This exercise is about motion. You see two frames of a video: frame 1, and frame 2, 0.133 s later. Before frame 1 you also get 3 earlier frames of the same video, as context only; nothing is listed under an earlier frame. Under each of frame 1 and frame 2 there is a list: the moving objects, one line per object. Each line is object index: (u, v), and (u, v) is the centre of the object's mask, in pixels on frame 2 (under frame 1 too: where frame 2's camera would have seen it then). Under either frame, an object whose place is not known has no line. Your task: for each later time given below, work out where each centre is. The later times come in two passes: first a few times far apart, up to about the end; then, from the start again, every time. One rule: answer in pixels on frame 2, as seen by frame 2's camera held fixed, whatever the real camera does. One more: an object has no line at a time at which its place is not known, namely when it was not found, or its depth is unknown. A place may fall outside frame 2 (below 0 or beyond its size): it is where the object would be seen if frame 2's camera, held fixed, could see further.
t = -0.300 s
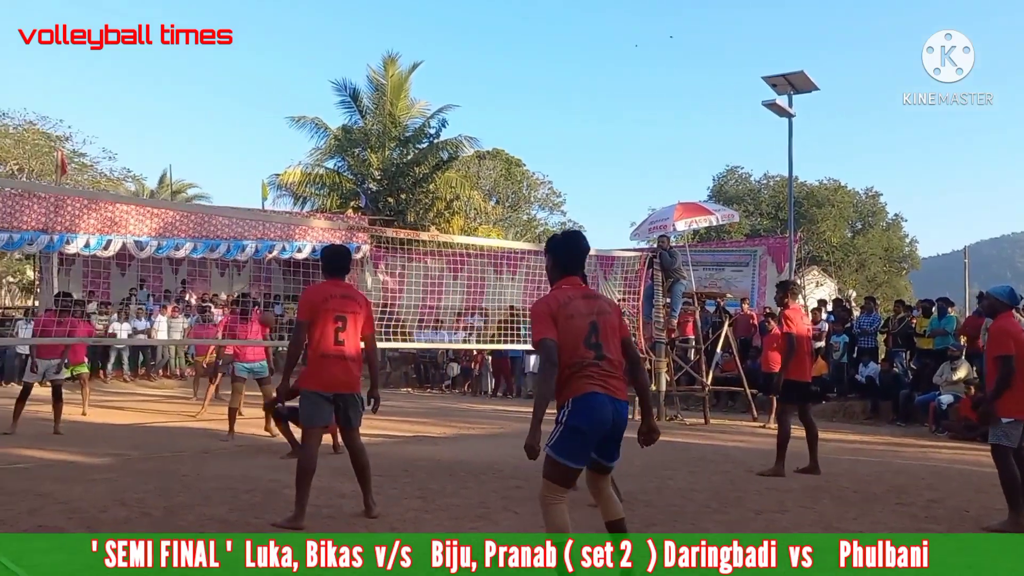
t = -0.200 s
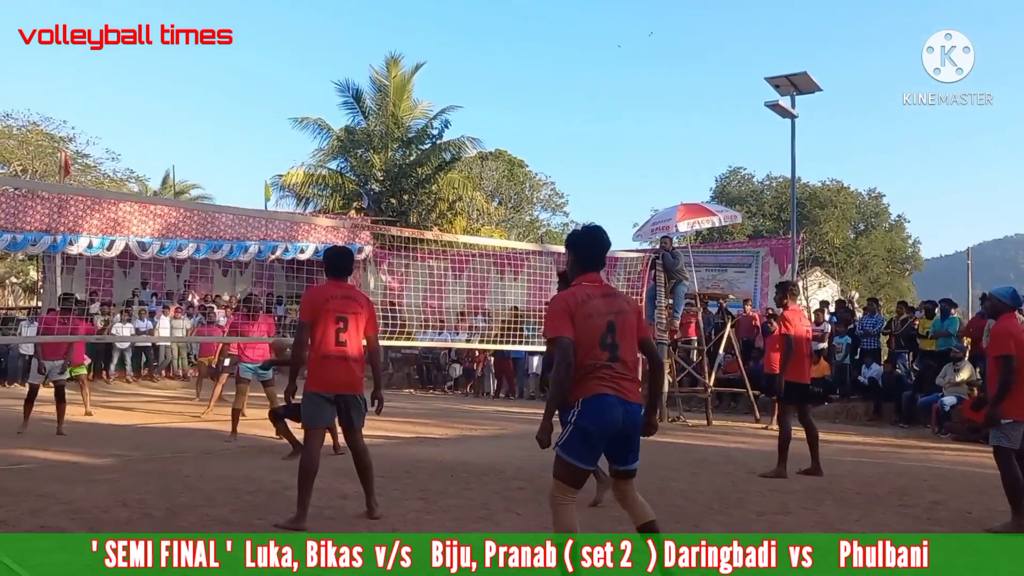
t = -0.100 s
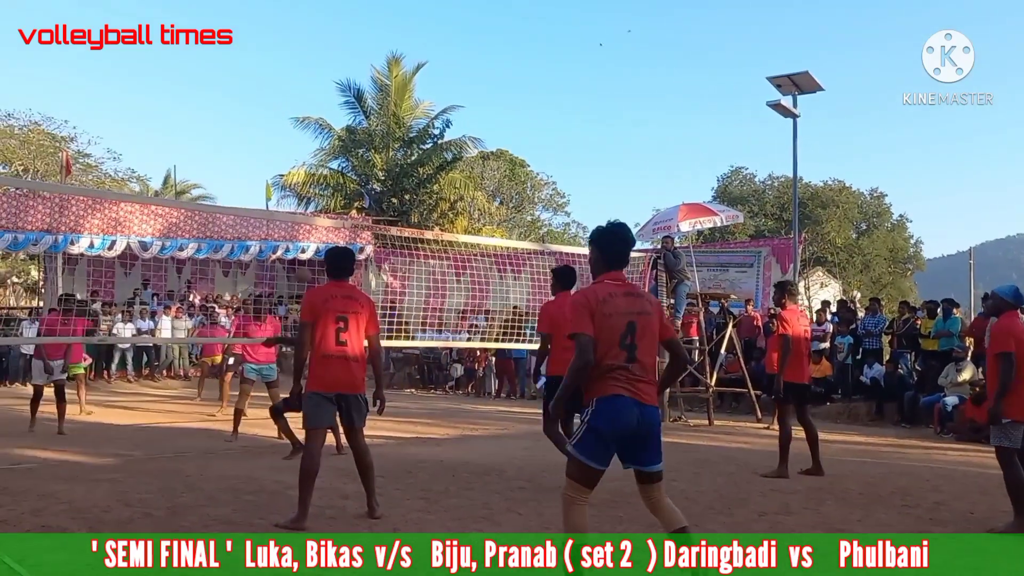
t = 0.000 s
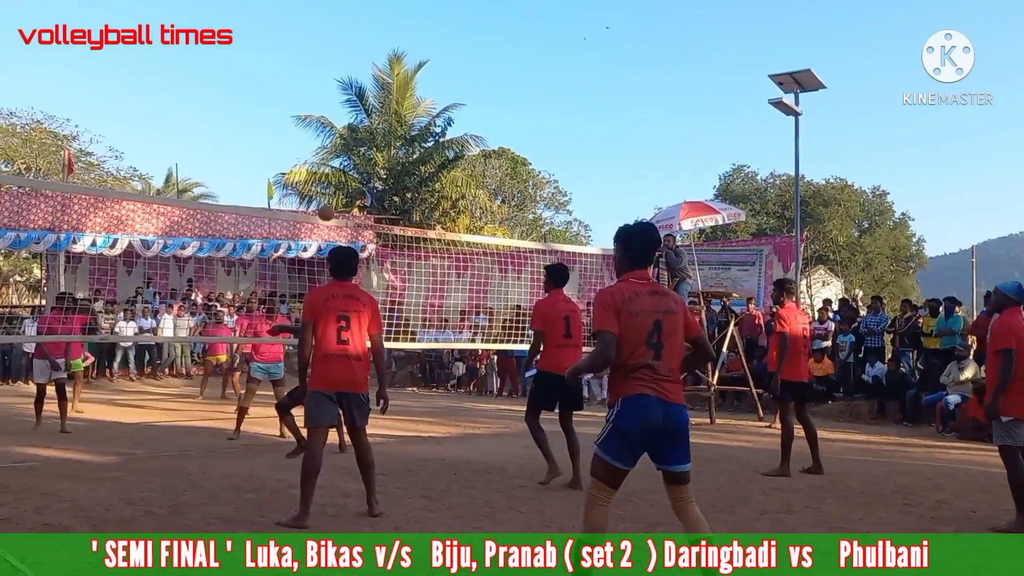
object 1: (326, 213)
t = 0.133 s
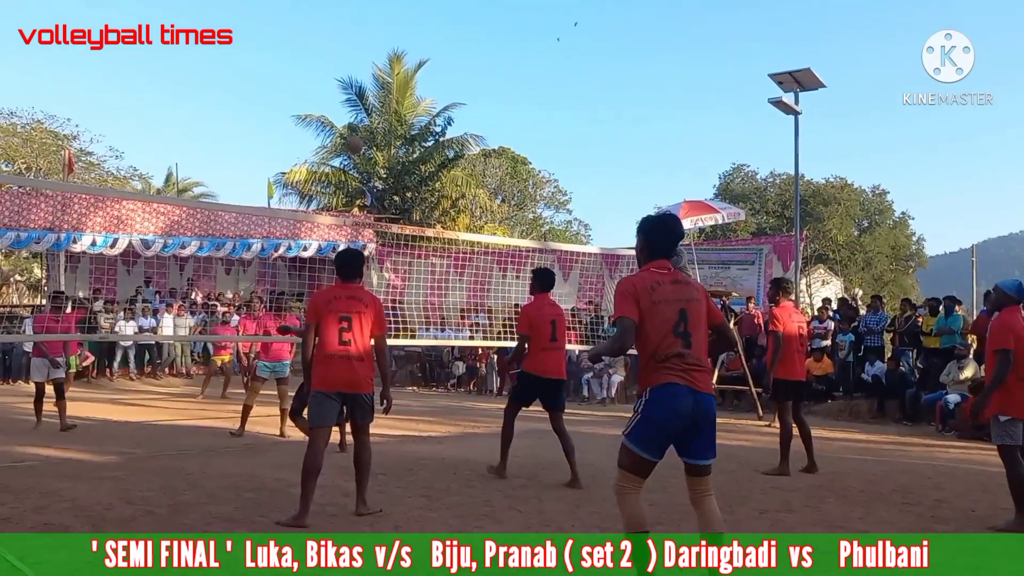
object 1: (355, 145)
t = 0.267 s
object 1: (384, 94)
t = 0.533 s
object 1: (444, 43)
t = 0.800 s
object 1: (505, 67)
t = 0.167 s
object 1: (362, 129)
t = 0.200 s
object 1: (369, 117)
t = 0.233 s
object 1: (376, 105)
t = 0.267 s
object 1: (384, 94)
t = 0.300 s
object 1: (391, 84)
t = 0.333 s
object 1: (399, 75)
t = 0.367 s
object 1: (406, 66)
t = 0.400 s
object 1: (414, 60)
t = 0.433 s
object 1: (421, 54)
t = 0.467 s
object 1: (429, 50)
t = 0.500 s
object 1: (436, 45)
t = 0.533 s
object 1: (444, 43)
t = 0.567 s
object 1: (452, 42)
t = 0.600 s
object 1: (458, 43)
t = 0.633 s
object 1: (466, 43)
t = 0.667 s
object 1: (473, 46)
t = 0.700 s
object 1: (481, 49)
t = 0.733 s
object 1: (489, 53)
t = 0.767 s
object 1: (497, 59)
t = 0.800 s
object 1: (505, 67)
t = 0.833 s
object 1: (512, 75)
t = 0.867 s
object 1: (520, 85)
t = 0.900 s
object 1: (527, 96)
